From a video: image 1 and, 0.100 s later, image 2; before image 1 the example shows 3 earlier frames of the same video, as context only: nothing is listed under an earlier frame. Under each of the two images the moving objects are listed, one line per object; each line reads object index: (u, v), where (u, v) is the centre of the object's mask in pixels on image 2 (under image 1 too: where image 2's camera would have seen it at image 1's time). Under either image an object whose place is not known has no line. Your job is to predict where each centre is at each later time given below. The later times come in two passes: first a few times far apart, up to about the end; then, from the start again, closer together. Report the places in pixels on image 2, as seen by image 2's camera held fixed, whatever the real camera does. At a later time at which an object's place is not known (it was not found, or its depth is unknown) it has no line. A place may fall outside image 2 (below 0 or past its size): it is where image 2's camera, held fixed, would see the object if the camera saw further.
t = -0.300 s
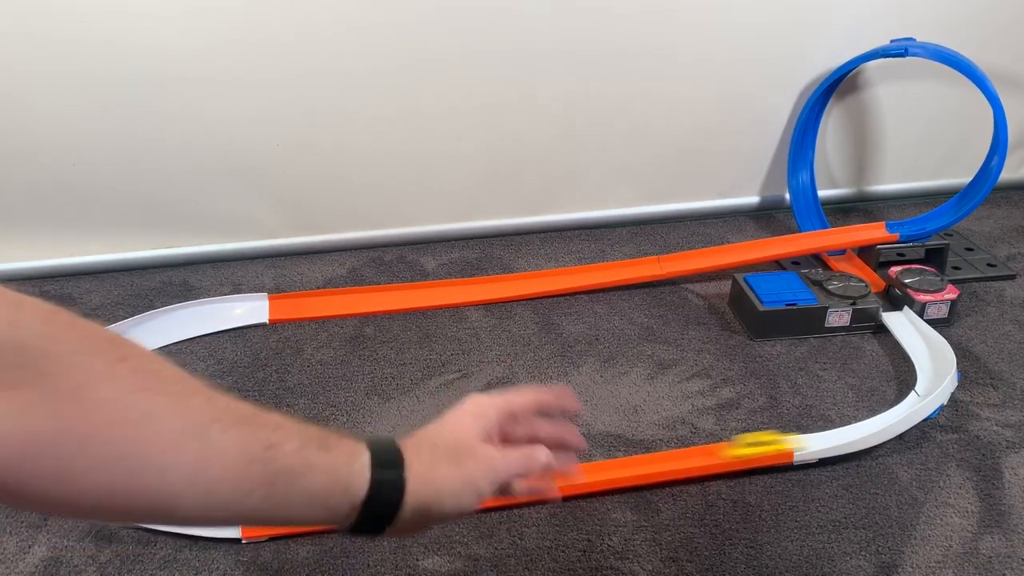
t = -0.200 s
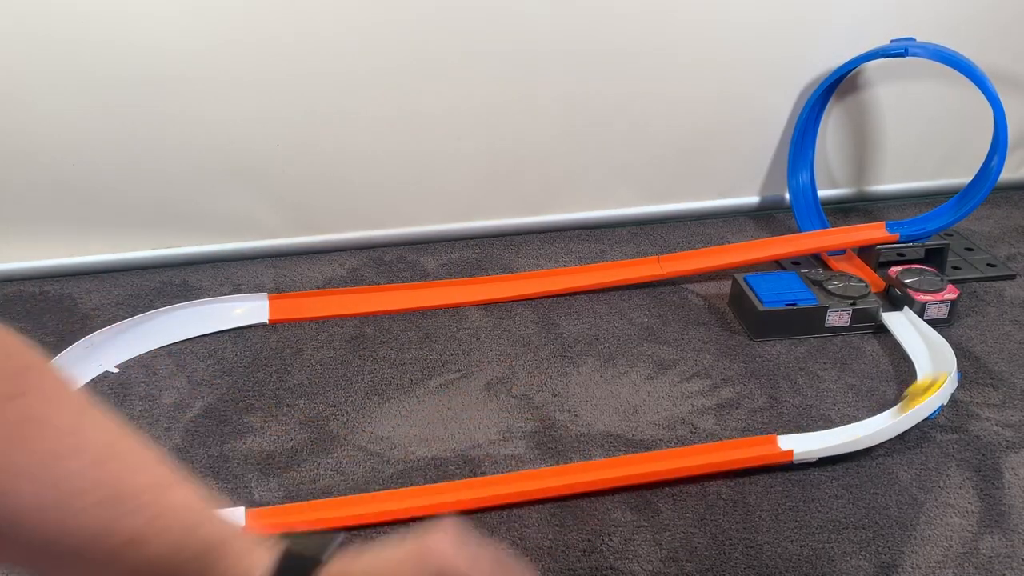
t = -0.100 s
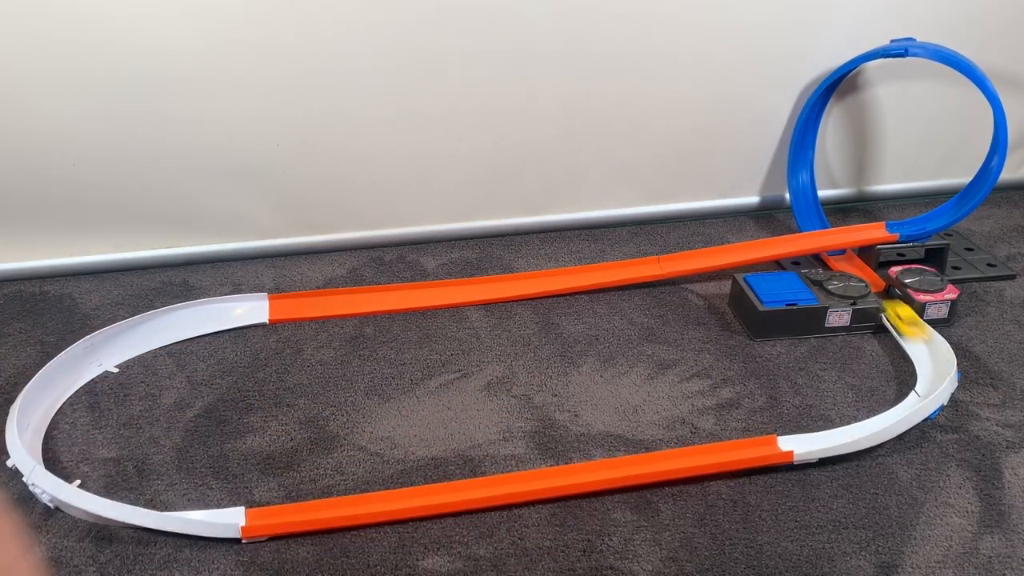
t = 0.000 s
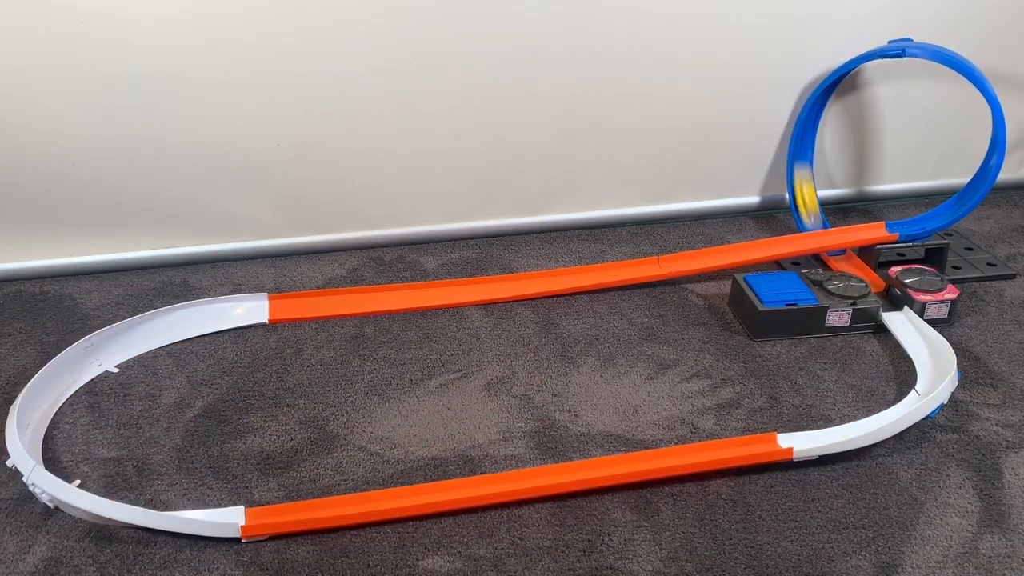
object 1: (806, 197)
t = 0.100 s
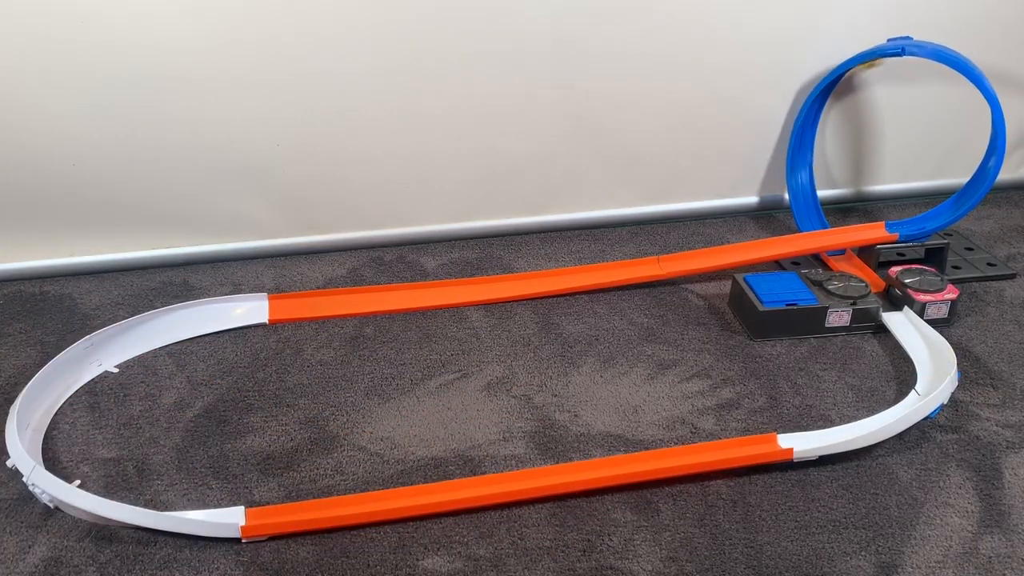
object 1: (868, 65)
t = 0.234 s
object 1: (989, 162)
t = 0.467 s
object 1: (636, 270)
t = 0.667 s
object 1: (296, 306)
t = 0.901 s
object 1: (44, 462)
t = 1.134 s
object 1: (434, 491)
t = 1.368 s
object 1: (792, 441)
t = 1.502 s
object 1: (926, 386)
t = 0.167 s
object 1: (958, 76)
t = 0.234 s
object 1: (989, 162)
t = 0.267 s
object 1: (956, 202)
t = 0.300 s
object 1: (912, 223)
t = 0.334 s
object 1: (857, 230)
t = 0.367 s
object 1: (803, 239)
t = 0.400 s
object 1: (747, 250)
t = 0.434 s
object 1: (691, 261)
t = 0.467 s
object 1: (636, 270)
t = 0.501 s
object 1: (579, 278)
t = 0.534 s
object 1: (522, 285)
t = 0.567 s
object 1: (466, 291)
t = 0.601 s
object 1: (409, 296)
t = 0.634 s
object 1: (350, 302)
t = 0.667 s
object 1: (296, 306)
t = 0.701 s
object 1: (229, 311)
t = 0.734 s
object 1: (170, 323)
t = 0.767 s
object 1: (116, 346)
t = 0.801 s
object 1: (70, 374)
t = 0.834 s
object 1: (35, 408)
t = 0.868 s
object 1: (31, 438)
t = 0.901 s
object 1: (44, 462)
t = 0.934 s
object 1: (78, 484)
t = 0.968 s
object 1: (134, 502)
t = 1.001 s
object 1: (194, 511)
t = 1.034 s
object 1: (261, 512)
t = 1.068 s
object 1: (318, 507)
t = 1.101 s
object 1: (377, 499)
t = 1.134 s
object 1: (434, 491)
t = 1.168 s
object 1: (491, 484)
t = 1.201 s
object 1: (545, 475)
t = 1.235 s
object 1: (597, 468)
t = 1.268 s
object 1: (650, 460)
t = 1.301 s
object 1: (699, 453)
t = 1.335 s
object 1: (745, 447)
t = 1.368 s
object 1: (792, 441)
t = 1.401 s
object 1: (835, 433)
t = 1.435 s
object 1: (873, 421)
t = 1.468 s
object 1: (904, 403)
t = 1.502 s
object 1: (926, 386)
